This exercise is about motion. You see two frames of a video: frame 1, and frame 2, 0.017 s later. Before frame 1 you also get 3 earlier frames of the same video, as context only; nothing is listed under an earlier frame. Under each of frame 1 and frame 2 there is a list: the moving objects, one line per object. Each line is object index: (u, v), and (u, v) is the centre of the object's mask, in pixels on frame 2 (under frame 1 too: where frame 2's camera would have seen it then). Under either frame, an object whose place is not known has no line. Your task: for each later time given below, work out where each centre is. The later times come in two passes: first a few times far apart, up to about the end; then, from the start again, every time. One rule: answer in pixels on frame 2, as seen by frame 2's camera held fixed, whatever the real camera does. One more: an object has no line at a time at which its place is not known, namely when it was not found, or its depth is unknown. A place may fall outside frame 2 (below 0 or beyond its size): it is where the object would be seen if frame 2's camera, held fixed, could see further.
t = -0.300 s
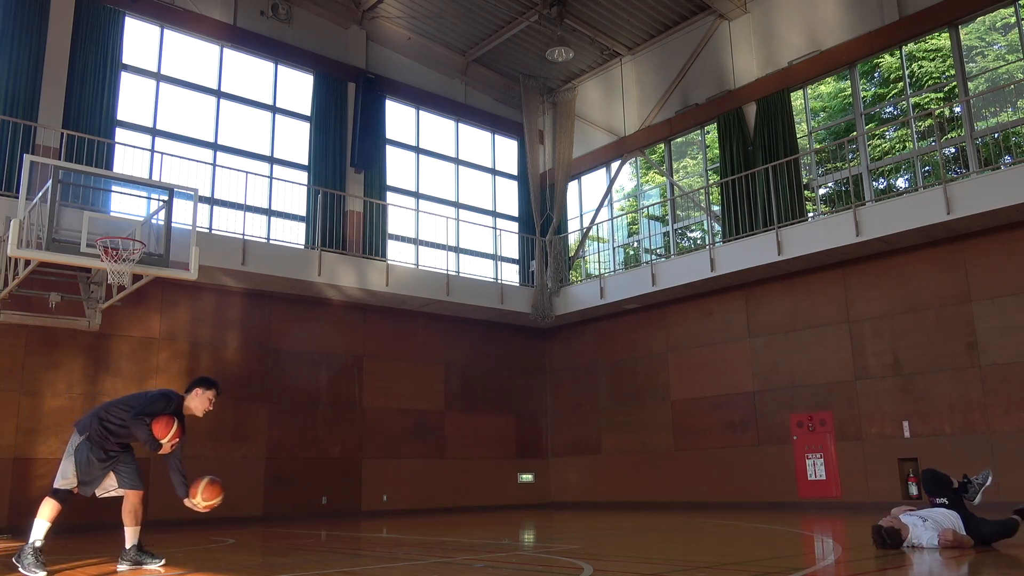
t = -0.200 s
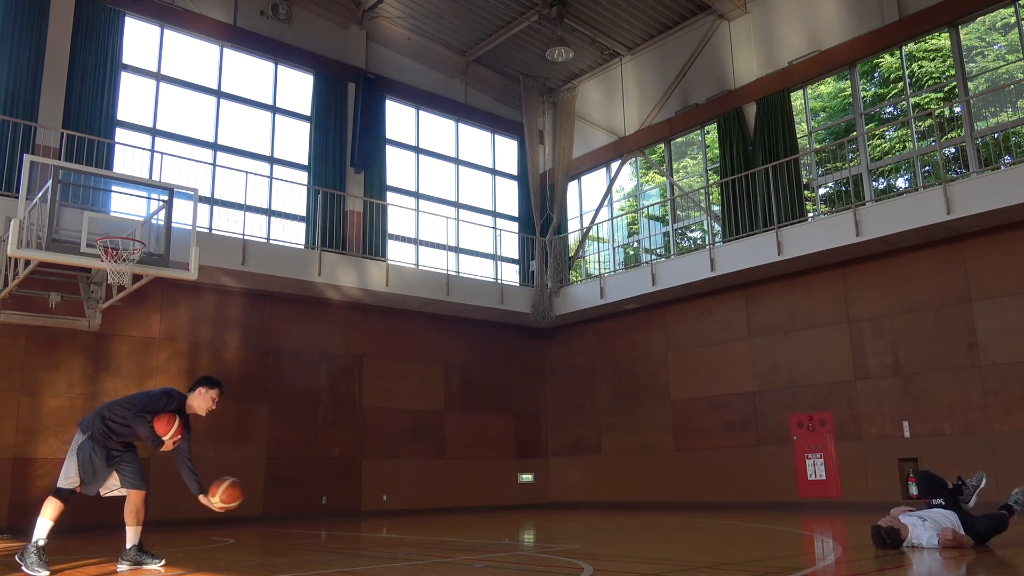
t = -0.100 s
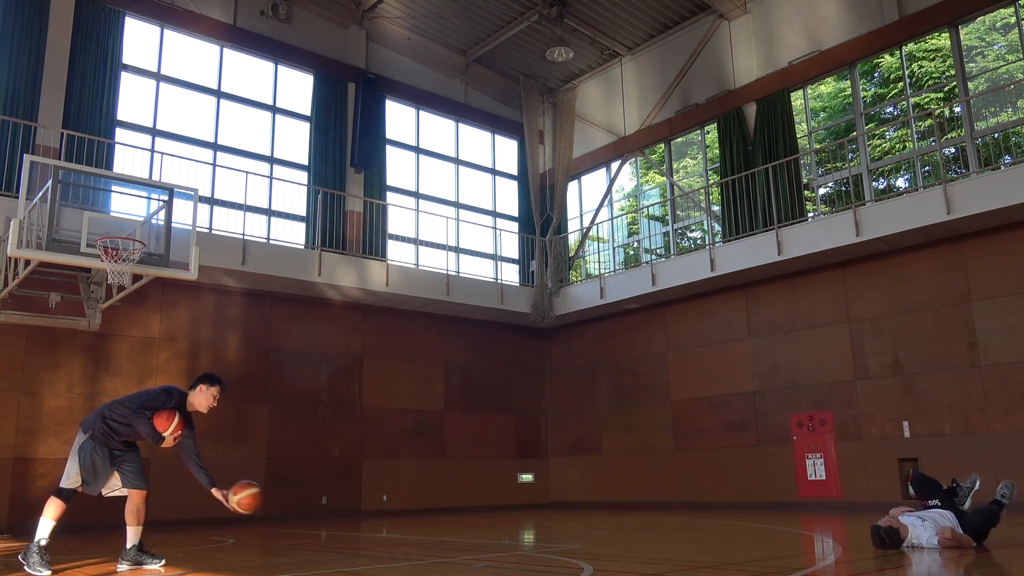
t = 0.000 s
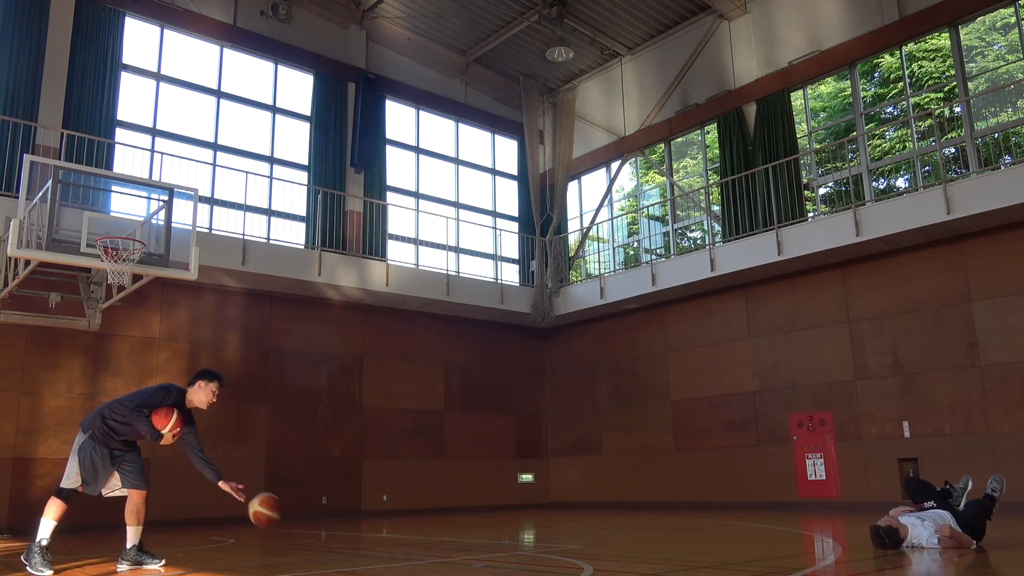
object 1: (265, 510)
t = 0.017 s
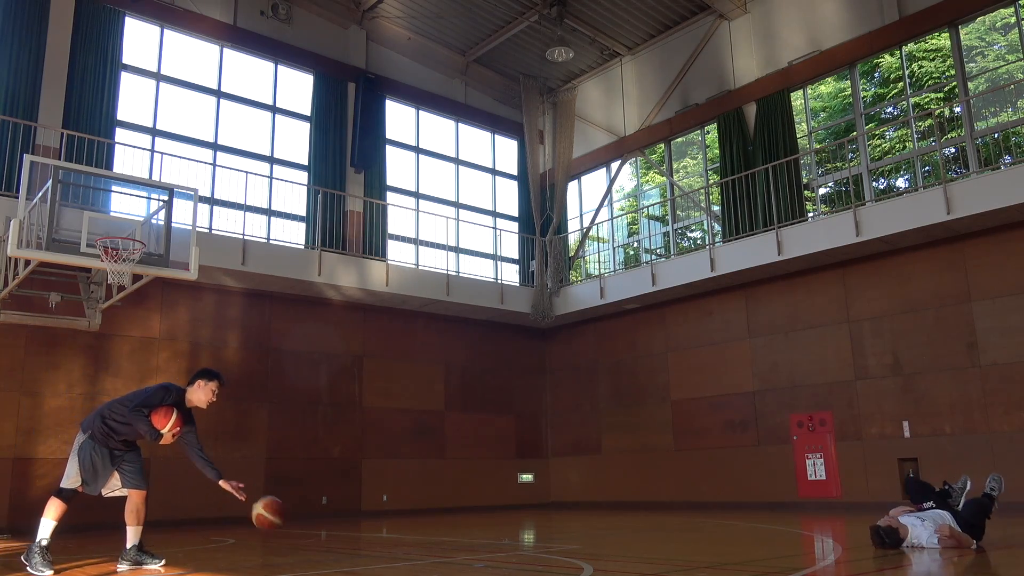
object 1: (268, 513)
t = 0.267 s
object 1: (315, 512)
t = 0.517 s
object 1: (359, 524)
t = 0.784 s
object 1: (405, 516)
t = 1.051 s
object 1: (452, 524)
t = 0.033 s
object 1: (270, 517)
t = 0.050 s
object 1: (274, 521)
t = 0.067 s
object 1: (278, 526)
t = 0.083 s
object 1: (281, 530)
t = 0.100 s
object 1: (284, 536)
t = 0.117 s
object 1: (287, 542)
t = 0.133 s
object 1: (290, 541)
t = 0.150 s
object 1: (293, 536)
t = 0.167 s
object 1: (296, 532)
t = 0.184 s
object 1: (299, 528)
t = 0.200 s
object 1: (302, 523)
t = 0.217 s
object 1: (305, 521)
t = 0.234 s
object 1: (308, 517)
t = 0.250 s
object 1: (312, 514)
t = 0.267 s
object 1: (315, 512)
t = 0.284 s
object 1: (317, 511)
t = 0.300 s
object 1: (320, 509)
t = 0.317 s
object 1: (323, 508)
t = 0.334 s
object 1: (326, 507)
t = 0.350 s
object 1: (329, 507)
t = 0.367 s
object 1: (332, 507)
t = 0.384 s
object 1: (335, 508)
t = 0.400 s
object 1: (338, 508)
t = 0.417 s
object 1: (341, 510)
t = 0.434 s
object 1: (344, 510)
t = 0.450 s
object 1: (347, 512)
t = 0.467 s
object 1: (349, 514)
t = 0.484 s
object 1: (352, 517)
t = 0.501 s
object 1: (356, 521)
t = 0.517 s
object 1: (359, 524)
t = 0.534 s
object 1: (362, 528)
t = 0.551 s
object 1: (365, 533)
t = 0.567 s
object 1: (368, 538)
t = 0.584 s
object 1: (371, 541)
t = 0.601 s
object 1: (374, 537)
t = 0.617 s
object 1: (377, 533)
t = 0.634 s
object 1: (380, 529)
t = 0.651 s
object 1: (383, 527)
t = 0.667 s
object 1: (385, 524)
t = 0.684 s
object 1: (388, 521)
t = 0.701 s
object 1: (391, 520)
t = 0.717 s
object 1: (394, 518)
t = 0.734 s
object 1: (396, 518)
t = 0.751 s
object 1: (399, 517)
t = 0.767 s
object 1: (402, 516)
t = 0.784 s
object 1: (405, 516)
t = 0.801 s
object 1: (408, 516)
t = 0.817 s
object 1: (411, 517)
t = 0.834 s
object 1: (414, 518)
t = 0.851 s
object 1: (417, 519)
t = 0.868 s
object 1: (419, 521)
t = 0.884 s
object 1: (423, 523)
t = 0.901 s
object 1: (426, 526)
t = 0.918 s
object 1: (428, 529)
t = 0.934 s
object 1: (432, 532)
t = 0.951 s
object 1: (435, 536)
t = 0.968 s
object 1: (438, 538)
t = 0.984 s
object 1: (441, 535)
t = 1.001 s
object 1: (443, 531)
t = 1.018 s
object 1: (446, 529)
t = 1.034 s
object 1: (449, 526)
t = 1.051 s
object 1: (452, 524)
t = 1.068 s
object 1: (455, 522)
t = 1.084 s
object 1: (458, 520)
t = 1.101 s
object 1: (461, 520)
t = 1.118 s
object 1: (465, 519)
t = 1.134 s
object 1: (467, 519)
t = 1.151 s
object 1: (470, 519)
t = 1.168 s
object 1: (473, 519)
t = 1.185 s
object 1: (476, 520)
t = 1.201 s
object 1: (479, 522)
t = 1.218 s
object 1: (482, 523)
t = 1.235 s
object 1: (484, 525)
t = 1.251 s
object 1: (487, 528)
